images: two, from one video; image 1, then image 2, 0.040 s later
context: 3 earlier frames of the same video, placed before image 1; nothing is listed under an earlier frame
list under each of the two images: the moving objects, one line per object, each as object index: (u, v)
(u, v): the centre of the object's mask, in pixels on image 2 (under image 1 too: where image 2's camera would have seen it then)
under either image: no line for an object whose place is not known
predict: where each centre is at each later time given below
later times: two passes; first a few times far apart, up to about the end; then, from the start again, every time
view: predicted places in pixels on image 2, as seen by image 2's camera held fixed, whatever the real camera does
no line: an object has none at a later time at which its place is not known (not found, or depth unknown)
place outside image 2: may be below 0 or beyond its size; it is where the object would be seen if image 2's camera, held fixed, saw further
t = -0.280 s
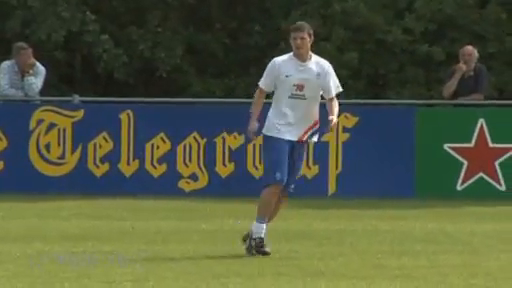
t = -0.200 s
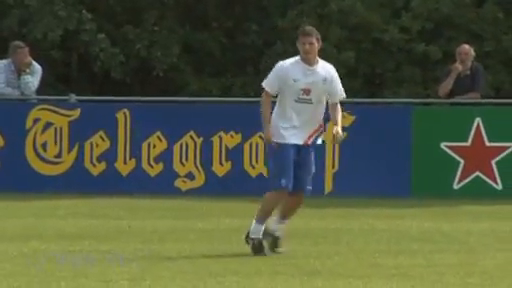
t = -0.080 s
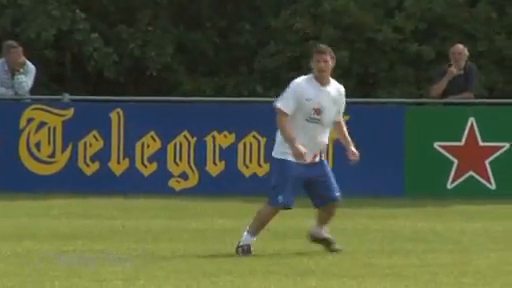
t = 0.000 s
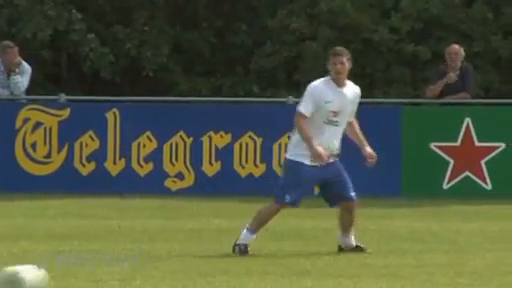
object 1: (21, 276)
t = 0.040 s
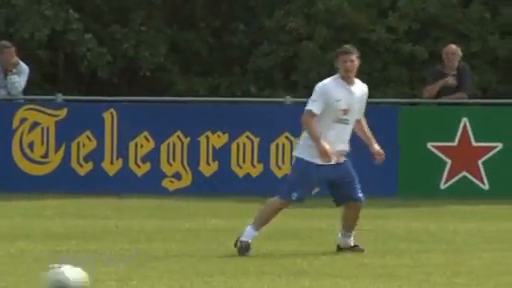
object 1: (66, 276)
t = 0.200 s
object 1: (211, 268)
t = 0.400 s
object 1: (347, 273)
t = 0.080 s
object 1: (107, 278)
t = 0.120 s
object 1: (148, 280)
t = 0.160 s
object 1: (179, 274)
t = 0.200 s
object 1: (211, 268)
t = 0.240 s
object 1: (240, 263)
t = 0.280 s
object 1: (269, 262)
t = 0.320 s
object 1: (296, 263)
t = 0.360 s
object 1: (322, 267)
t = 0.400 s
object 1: (347, 273)
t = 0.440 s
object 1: (368, 268)
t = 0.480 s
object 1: (388, 266)
